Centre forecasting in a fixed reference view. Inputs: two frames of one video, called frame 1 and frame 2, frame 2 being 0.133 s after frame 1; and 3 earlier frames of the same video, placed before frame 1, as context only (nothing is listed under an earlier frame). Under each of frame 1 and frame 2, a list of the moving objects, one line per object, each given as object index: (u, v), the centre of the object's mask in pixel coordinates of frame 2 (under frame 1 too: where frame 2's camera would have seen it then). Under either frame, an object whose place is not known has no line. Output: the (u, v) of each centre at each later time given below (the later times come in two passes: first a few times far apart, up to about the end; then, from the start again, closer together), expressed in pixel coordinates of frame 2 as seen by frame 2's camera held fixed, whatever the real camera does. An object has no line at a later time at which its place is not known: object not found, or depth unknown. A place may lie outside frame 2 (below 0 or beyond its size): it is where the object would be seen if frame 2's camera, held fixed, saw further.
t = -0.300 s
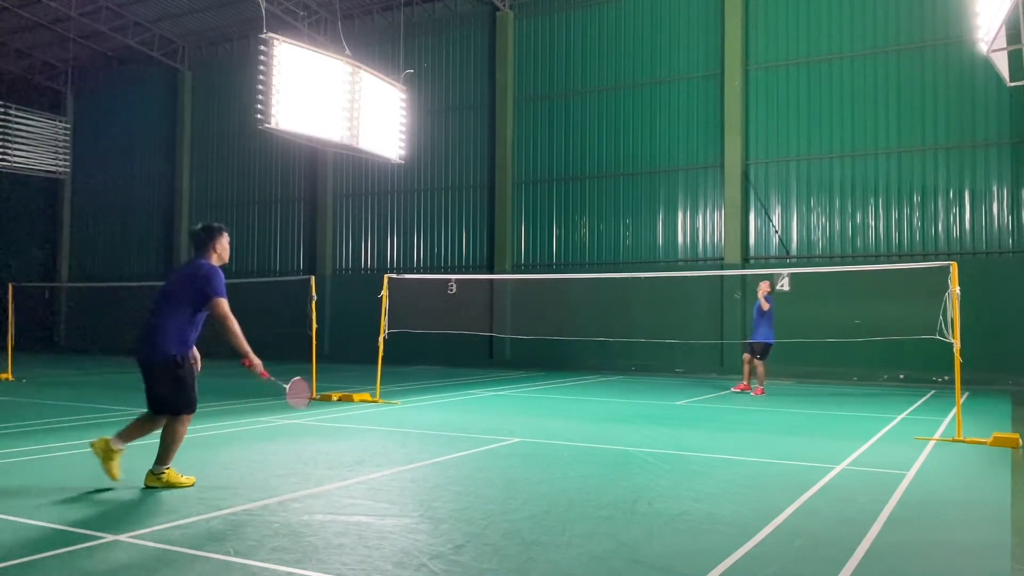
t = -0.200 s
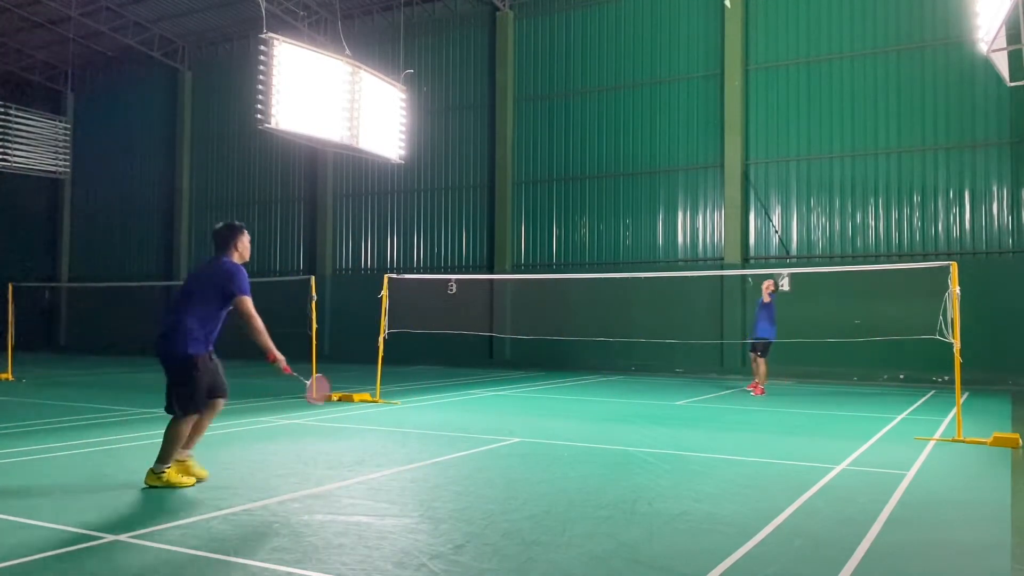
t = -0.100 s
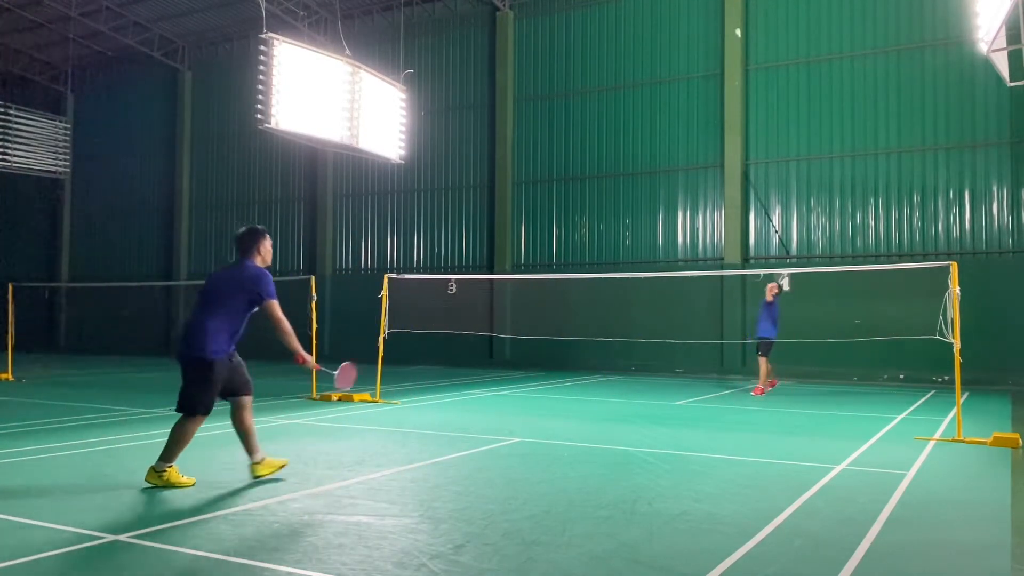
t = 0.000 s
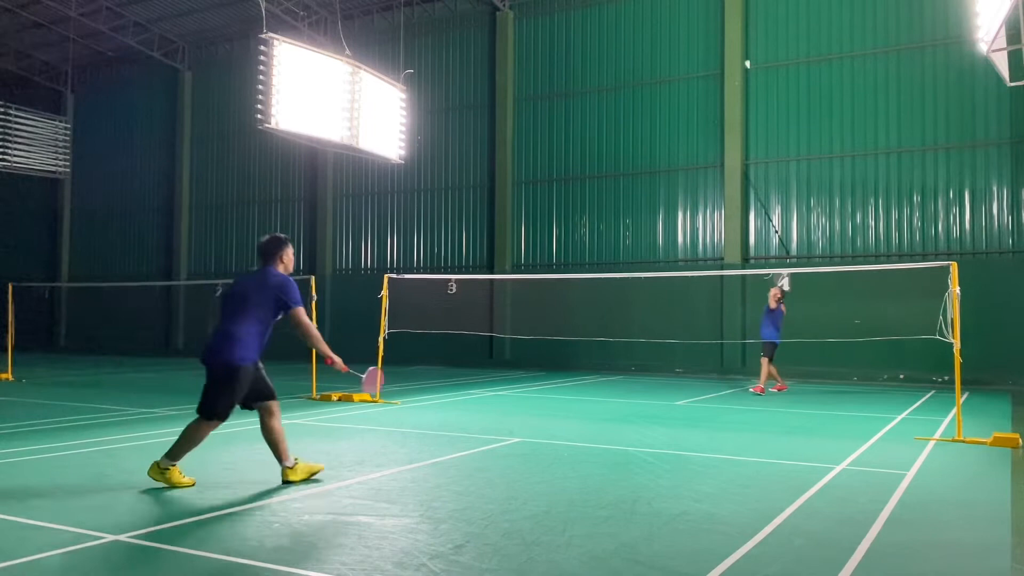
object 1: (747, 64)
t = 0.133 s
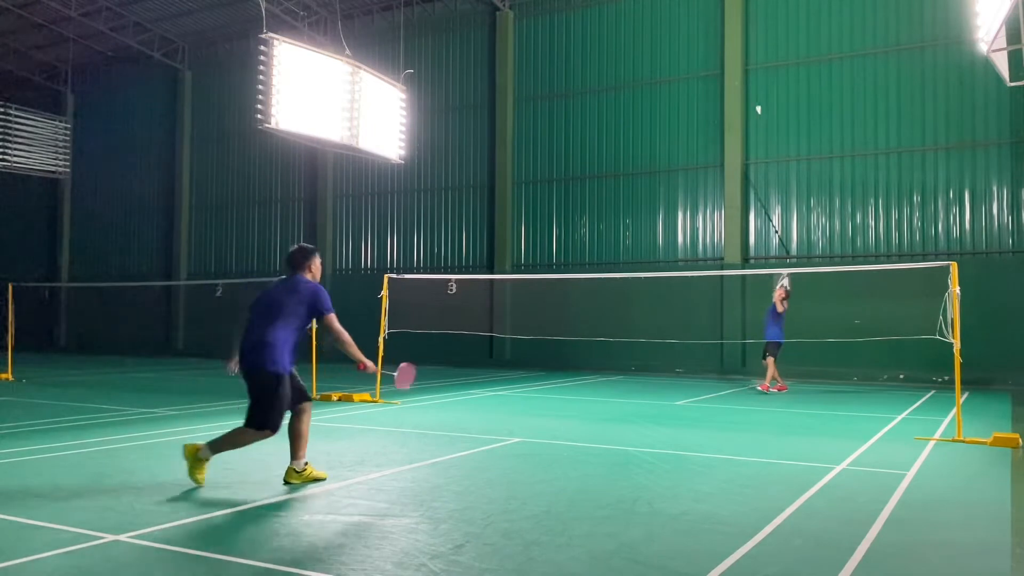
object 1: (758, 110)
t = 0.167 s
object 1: (761, 122)
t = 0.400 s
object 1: (775, 208)
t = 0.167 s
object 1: (761, 122)
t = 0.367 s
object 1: (773, 194)
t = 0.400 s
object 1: (775, 208)
